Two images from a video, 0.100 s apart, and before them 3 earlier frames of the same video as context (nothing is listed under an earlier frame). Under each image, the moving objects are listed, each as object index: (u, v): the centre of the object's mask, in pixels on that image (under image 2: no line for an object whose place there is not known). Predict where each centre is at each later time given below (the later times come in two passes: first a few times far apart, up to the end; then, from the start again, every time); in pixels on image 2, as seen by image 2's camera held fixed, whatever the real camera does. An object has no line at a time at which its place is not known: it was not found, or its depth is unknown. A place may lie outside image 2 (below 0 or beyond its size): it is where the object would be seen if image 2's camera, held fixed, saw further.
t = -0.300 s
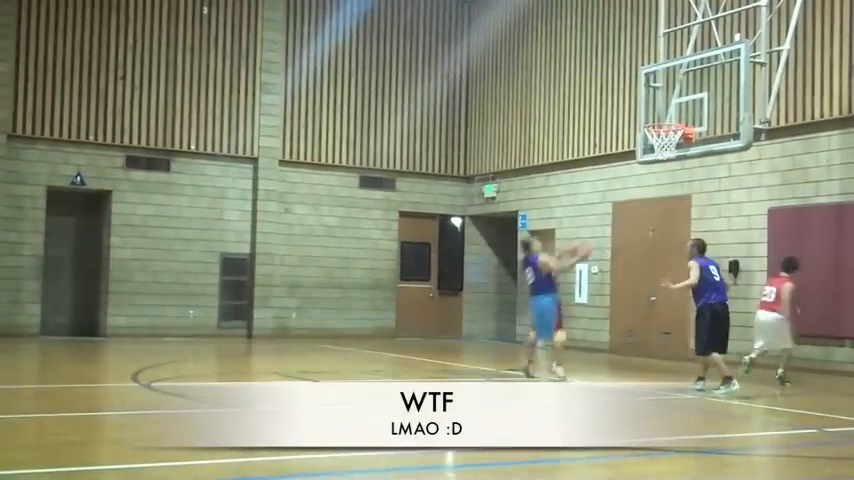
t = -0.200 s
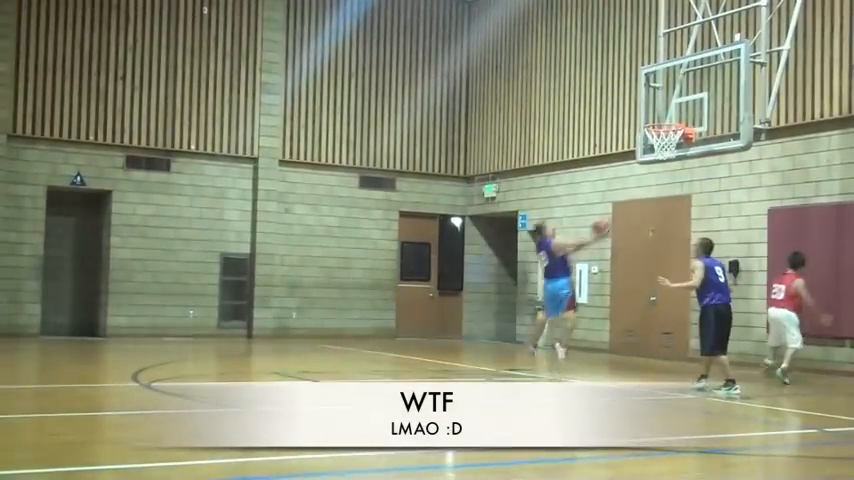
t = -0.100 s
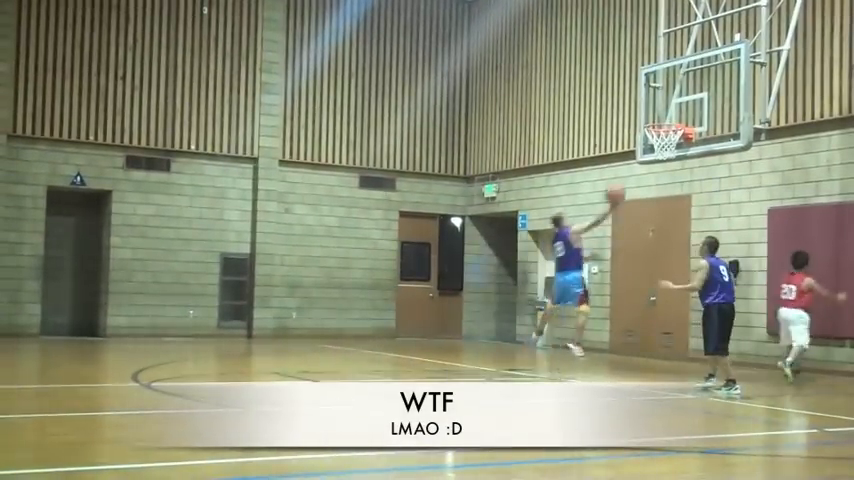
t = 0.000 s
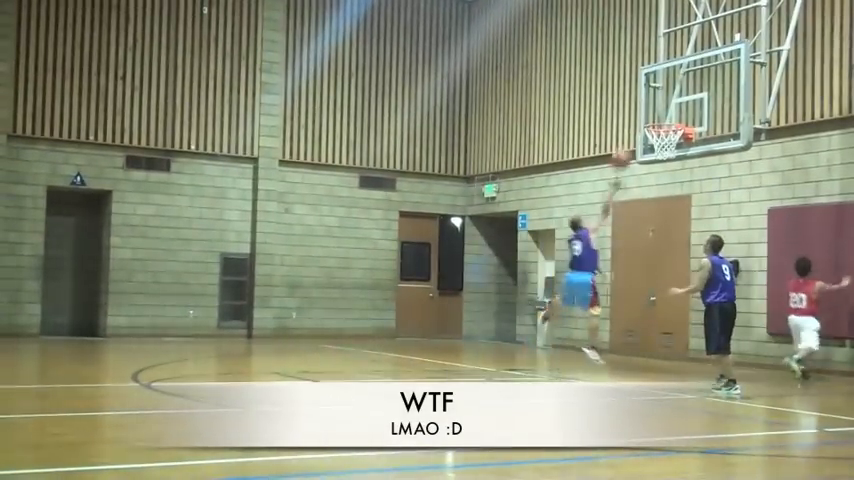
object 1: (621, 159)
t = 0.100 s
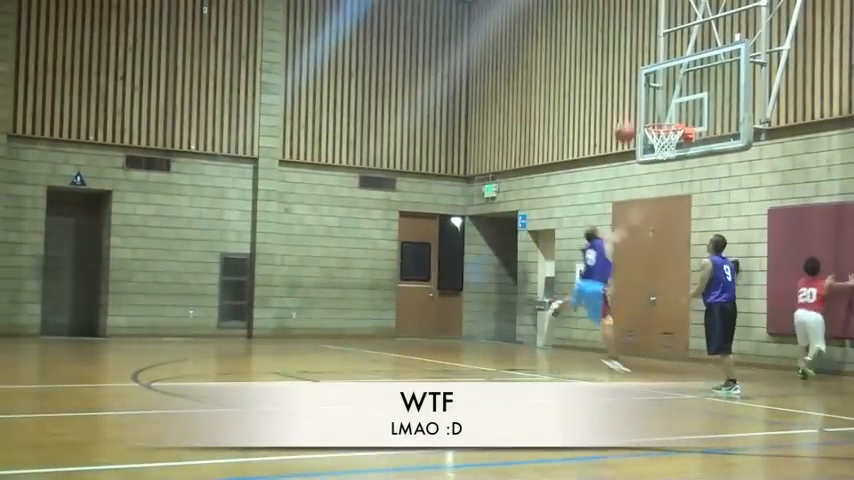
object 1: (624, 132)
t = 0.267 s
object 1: (631, 106)
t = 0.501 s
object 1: (638, 108)
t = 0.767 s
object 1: (637, 122)
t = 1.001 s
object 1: (630, 160)
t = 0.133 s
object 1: (626, 124)
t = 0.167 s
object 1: (627, 119)
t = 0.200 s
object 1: (629, 113)
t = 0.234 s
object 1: (630, 109)
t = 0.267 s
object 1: (631, 106)
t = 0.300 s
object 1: (632, 104)
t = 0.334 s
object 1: (633, 102)
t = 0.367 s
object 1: (634, 102)
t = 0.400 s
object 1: (635, 102)
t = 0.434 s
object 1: (636, 103)
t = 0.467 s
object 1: (637, 105)
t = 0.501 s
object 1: (638, 108)
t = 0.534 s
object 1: (639, 111)
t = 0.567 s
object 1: (640, 116)
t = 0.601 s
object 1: (641, 119)
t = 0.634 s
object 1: (641, 119)
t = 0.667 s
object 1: (640, 119)
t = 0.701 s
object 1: (639, 119)
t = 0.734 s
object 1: (638, 120)
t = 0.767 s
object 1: (637, 122)
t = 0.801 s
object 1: (635, 126)
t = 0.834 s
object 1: (635, 129)
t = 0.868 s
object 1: (634, 134)
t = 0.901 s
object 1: (633, 139)
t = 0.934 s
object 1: (632, 144)
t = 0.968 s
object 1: (632, 153)
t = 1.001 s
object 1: (630, 160)
